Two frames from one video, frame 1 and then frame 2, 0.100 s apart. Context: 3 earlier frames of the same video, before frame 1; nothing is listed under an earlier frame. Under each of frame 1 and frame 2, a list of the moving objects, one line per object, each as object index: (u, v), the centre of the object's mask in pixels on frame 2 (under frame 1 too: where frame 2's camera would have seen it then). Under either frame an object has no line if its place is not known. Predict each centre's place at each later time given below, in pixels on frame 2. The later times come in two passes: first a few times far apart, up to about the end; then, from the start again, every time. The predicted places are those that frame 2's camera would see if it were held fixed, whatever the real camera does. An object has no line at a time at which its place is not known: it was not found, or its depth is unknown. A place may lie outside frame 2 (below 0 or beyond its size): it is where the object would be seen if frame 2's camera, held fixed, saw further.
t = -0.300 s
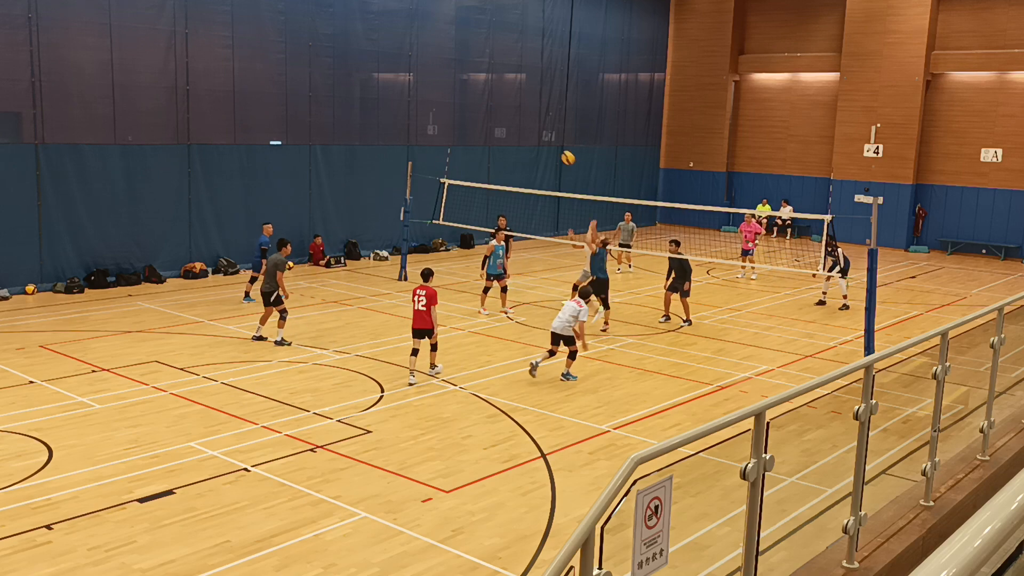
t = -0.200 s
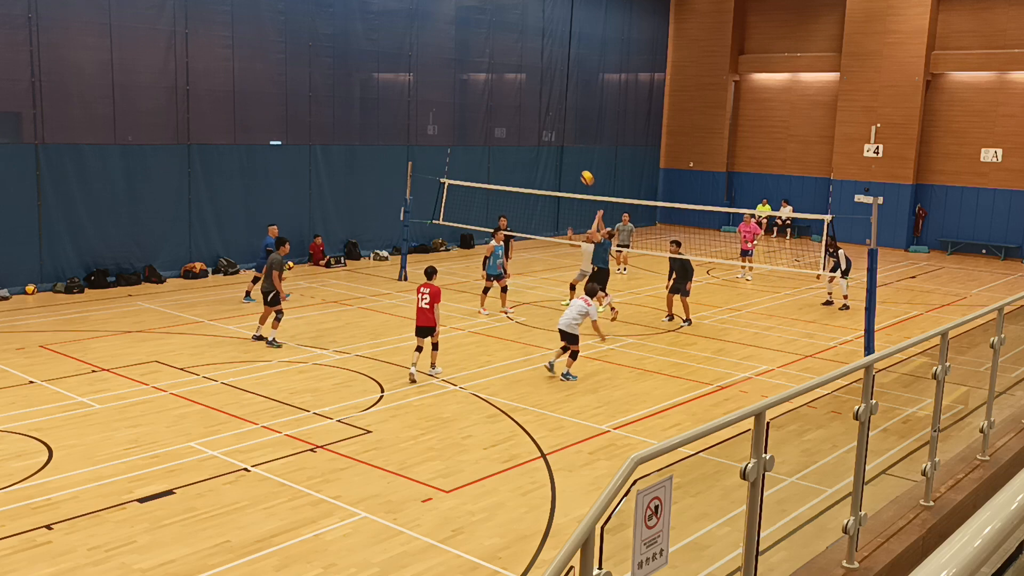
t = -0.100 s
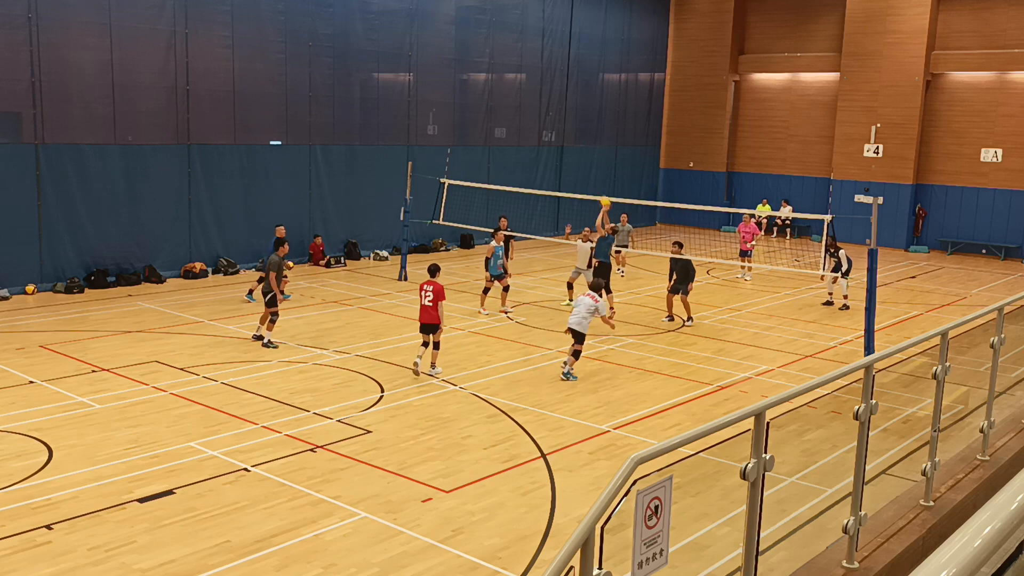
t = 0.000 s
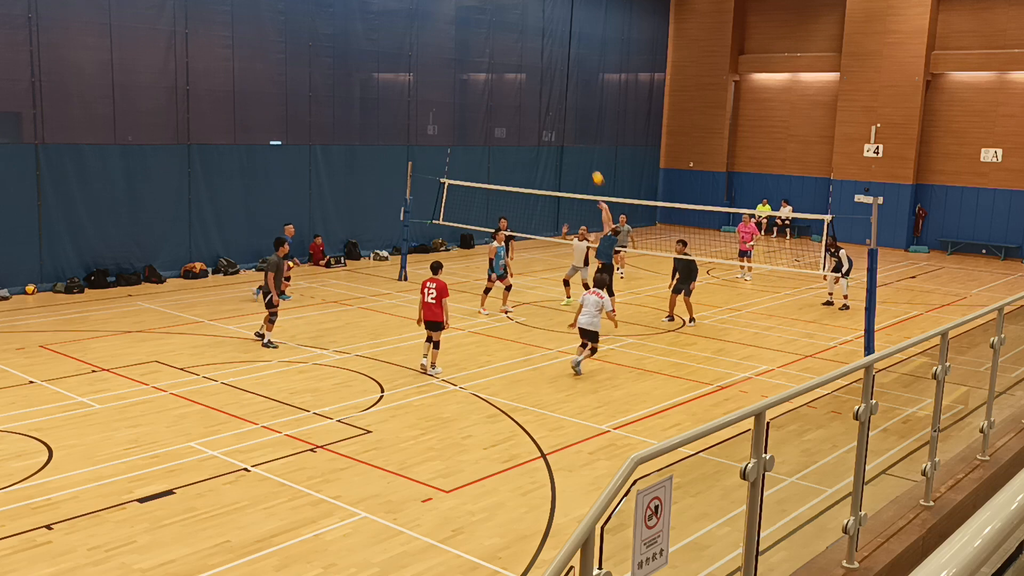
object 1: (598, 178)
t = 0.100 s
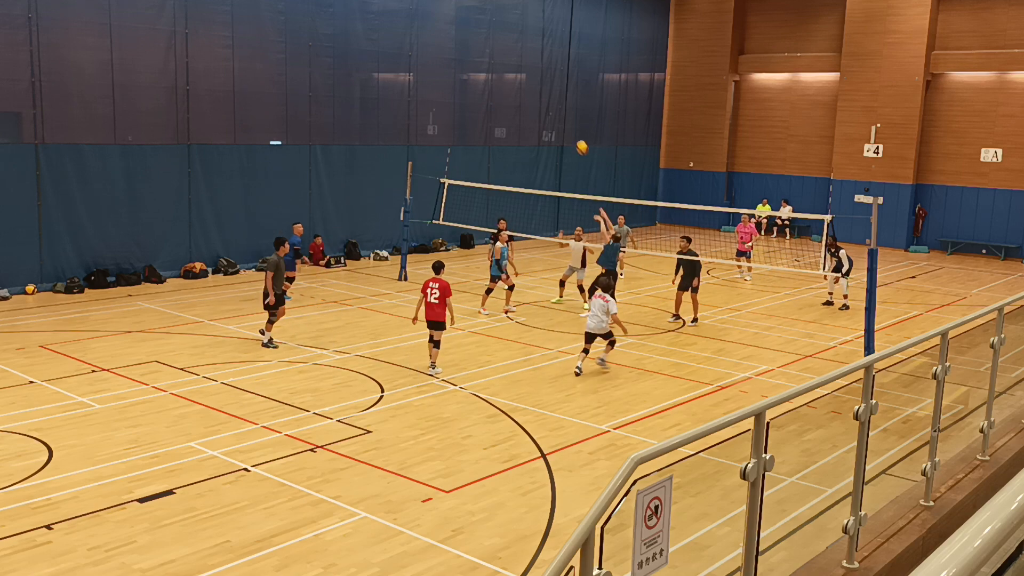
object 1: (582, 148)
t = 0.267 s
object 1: (557, 110)
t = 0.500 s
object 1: (523, 84)
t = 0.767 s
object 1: (488, 89)
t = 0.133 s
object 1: (577, 139)
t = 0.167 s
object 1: (572, 130)
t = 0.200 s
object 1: (566, 123)
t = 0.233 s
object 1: (561, 116)
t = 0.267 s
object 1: (557, 110)
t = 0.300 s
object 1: (552, 104)
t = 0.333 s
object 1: (547, 99)
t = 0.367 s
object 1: (542, 95)
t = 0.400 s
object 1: (537, 91)
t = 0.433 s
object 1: (533, 88)
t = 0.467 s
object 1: (528, 86)
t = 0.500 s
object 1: (523, 84)
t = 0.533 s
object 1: (519, 83)
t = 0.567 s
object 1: (514, 82)
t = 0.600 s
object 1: (510, 82)
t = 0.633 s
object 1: (506, 82)
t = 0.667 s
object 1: (501, 83)
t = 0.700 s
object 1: (497, 85)
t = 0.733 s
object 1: (492, 87)
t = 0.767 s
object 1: (488, 89)
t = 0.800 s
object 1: (484, 92)
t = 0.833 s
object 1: (479, 96)
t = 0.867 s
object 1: (475, 100)
